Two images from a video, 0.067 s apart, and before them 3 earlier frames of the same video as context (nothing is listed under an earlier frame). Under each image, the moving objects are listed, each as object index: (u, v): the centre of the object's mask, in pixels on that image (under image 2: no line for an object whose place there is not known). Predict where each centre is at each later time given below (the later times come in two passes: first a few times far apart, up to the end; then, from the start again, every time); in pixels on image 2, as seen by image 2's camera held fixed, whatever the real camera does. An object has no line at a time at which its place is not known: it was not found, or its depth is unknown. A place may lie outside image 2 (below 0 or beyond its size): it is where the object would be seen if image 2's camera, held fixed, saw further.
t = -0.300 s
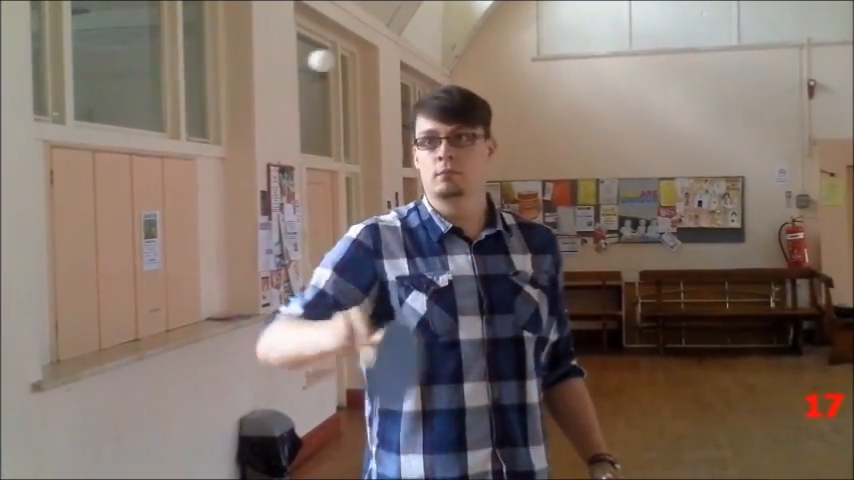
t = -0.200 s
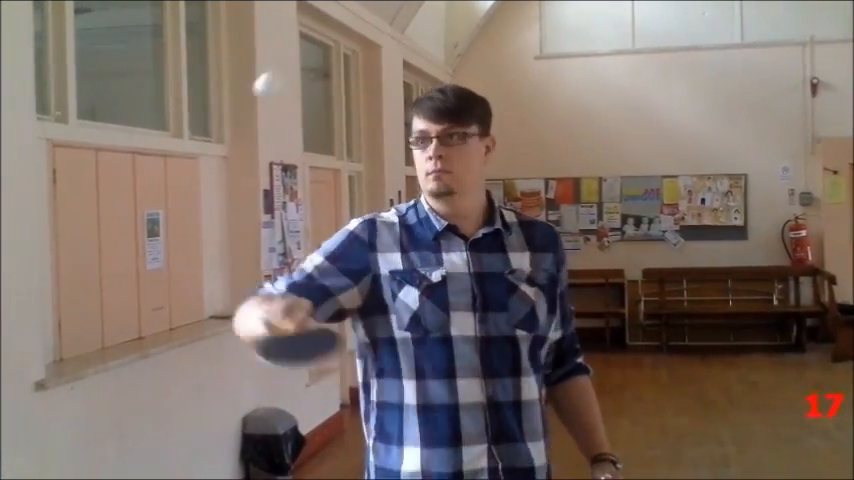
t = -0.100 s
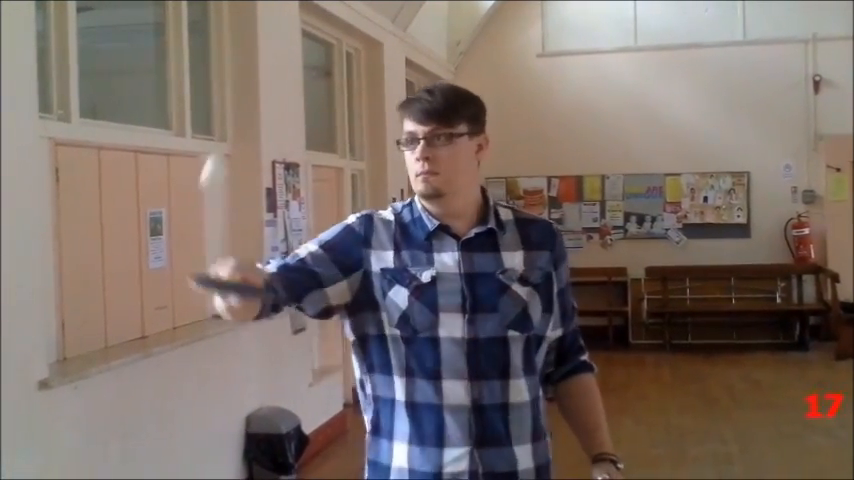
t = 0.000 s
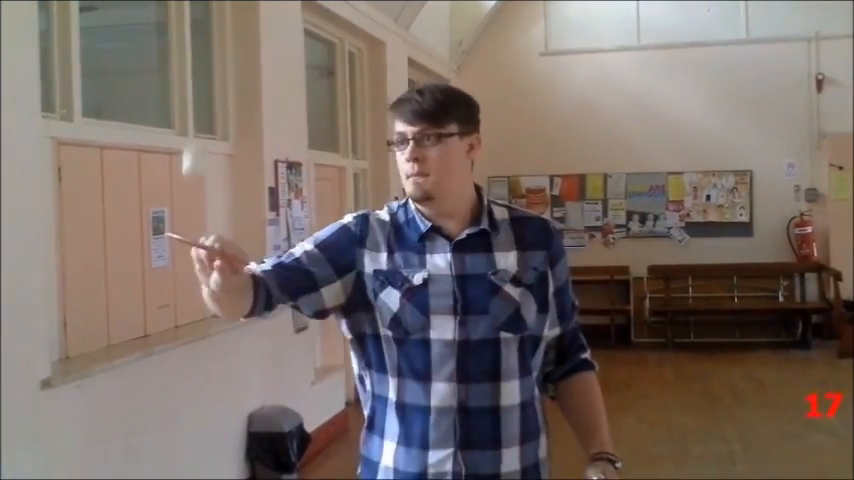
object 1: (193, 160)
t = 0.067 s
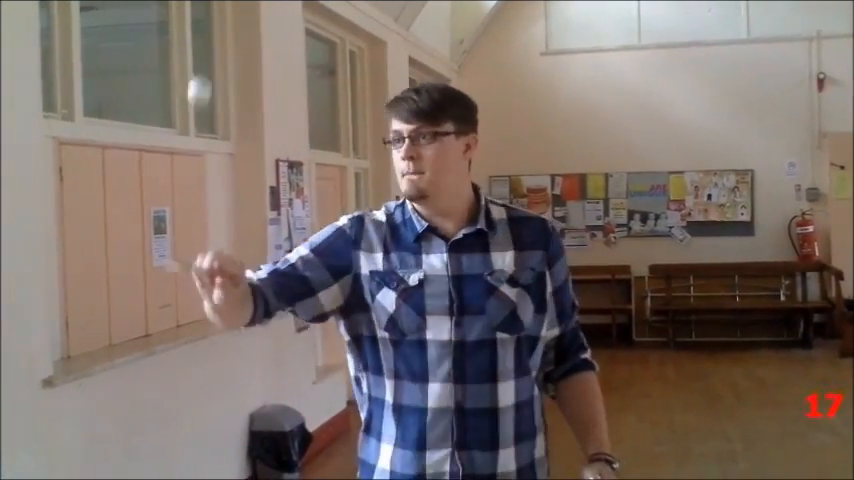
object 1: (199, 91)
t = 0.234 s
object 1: (214, 17)
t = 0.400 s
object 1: (233, 102)
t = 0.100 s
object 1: (201, 65)
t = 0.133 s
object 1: (204, 43)
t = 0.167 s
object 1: (207, 28)
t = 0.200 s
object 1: (210, 20)
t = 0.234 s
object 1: (214, 17)
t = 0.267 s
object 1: (217, 21)
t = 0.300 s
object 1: (221, 31)
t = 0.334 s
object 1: (225, 48)
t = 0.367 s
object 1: (228, 71)
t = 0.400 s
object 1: (233, 102)
